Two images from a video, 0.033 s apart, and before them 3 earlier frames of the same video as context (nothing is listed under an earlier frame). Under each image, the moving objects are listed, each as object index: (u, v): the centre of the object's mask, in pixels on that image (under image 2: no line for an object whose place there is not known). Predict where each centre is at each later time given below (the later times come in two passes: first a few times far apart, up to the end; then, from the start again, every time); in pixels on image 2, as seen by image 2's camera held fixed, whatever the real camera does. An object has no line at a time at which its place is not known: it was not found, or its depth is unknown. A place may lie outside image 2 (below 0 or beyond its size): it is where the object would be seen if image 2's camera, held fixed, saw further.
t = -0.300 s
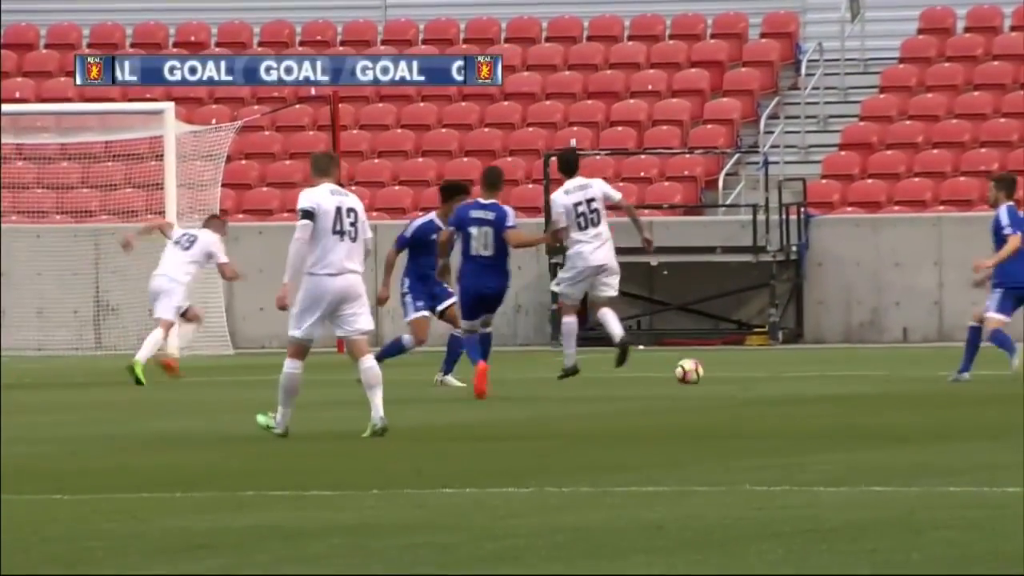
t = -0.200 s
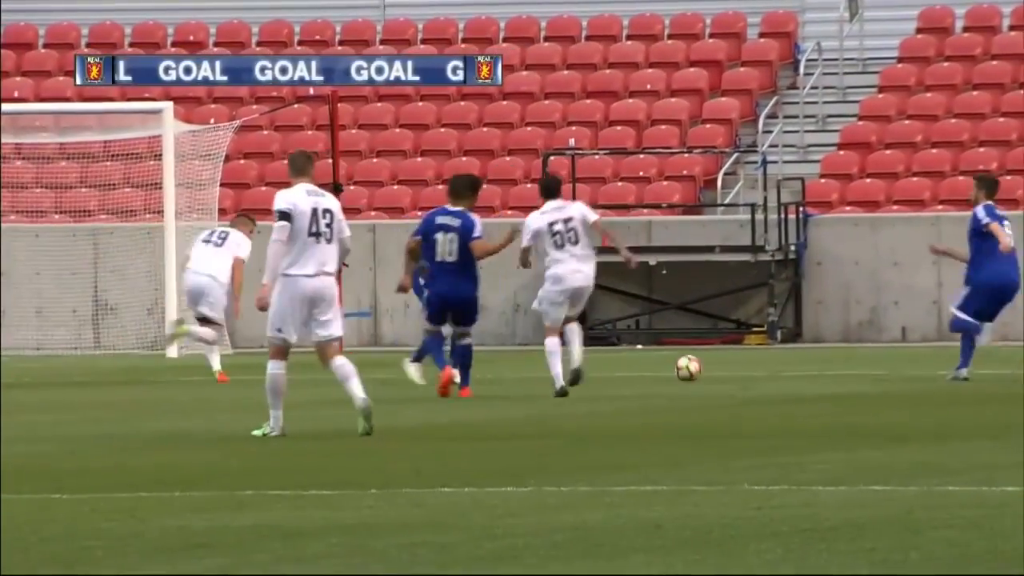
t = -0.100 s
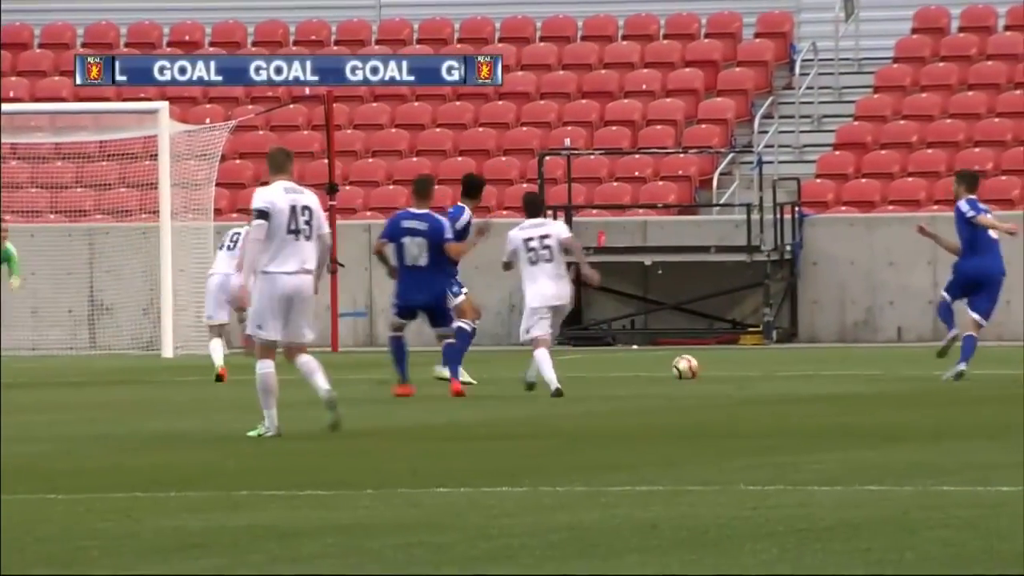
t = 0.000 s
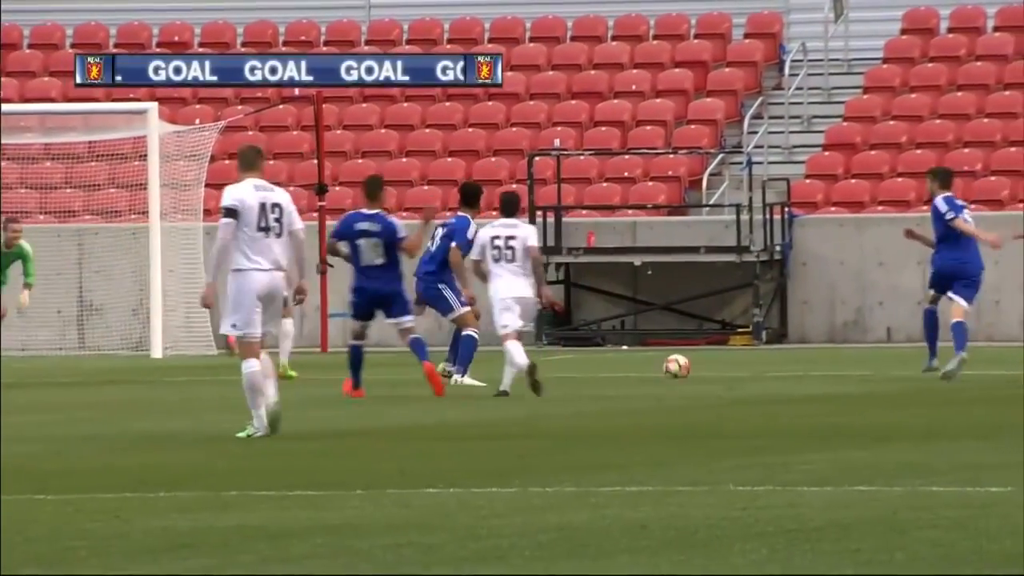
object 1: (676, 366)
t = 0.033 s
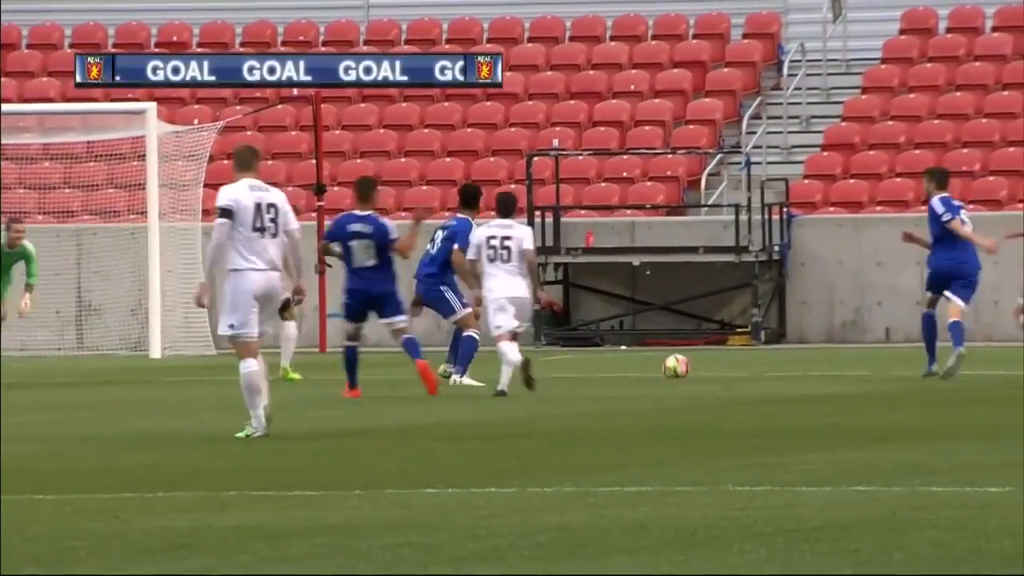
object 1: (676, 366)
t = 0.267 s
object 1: (682, 360)
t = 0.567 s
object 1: (685, 358)
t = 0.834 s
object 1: (684, 356)
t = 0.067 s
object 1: (676, 365)
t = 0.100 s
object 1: (677, 364)
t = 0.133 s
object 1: (678, 364)
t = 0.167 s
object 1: (679, 362)
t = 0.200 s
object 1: (680, 361)
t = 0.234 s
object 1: (681, 361)
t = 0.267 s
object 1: (682, 360)
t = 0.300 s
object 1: (683, 361)
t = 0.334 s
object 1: (683, 361)
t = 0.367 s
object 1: (683, 360)
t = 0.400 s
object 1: (684, 358)
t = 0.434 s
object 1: (684, 358)
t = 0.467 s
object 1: (685, 358)
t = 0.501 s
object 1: (685, 359)
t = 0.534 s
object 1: (685, 358)
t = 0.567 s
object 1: (685, 358)
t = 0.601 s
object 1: (686, 358)
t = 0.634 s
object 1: (685, 358)
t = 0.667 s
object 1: (685, 358)
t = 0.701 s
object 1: (685, 356)
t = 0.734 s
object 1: (685, 355)
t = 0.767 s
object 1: (684, 355)
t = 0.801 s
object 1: (684, 355)
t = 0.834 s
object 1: (684, 356)
